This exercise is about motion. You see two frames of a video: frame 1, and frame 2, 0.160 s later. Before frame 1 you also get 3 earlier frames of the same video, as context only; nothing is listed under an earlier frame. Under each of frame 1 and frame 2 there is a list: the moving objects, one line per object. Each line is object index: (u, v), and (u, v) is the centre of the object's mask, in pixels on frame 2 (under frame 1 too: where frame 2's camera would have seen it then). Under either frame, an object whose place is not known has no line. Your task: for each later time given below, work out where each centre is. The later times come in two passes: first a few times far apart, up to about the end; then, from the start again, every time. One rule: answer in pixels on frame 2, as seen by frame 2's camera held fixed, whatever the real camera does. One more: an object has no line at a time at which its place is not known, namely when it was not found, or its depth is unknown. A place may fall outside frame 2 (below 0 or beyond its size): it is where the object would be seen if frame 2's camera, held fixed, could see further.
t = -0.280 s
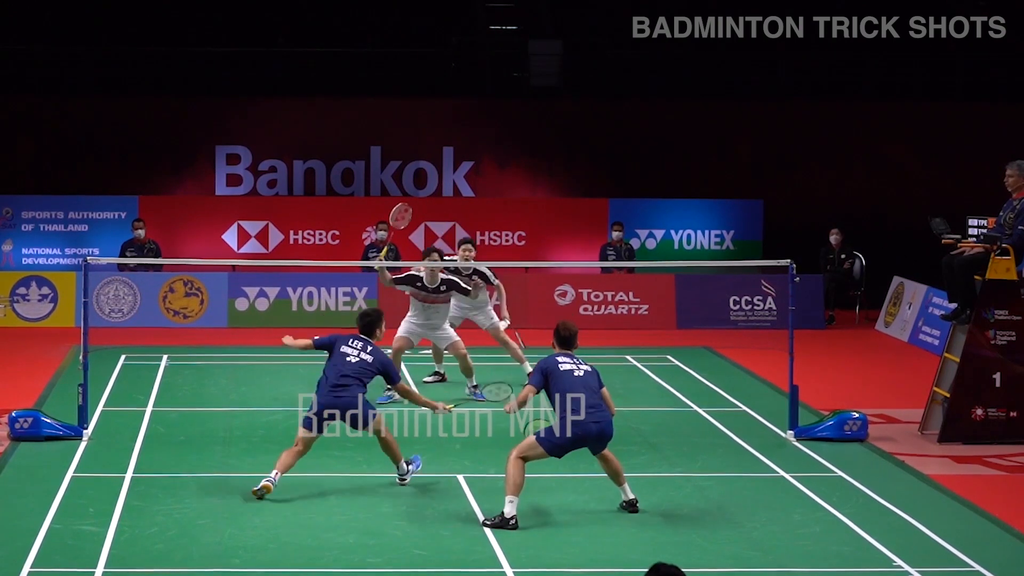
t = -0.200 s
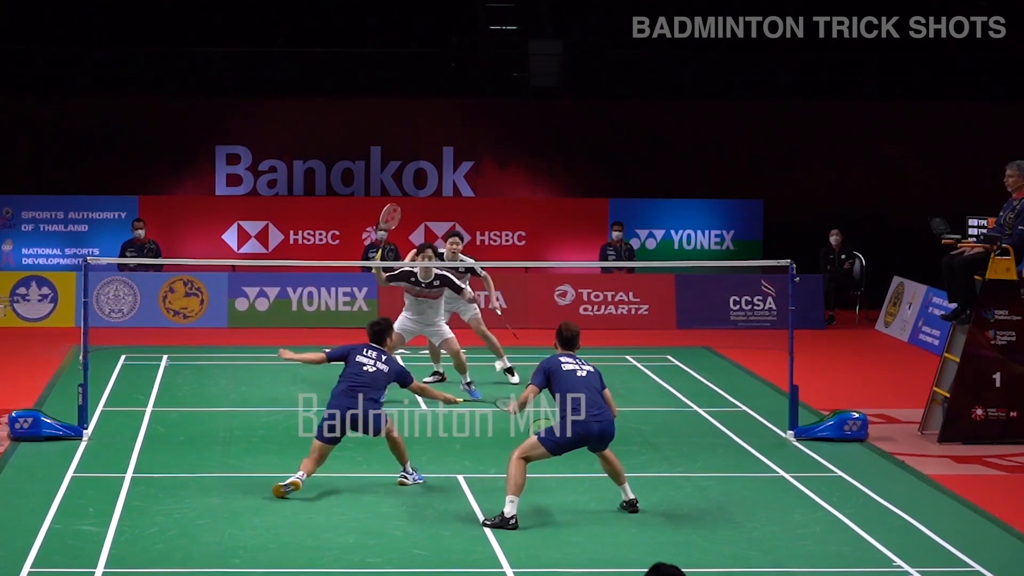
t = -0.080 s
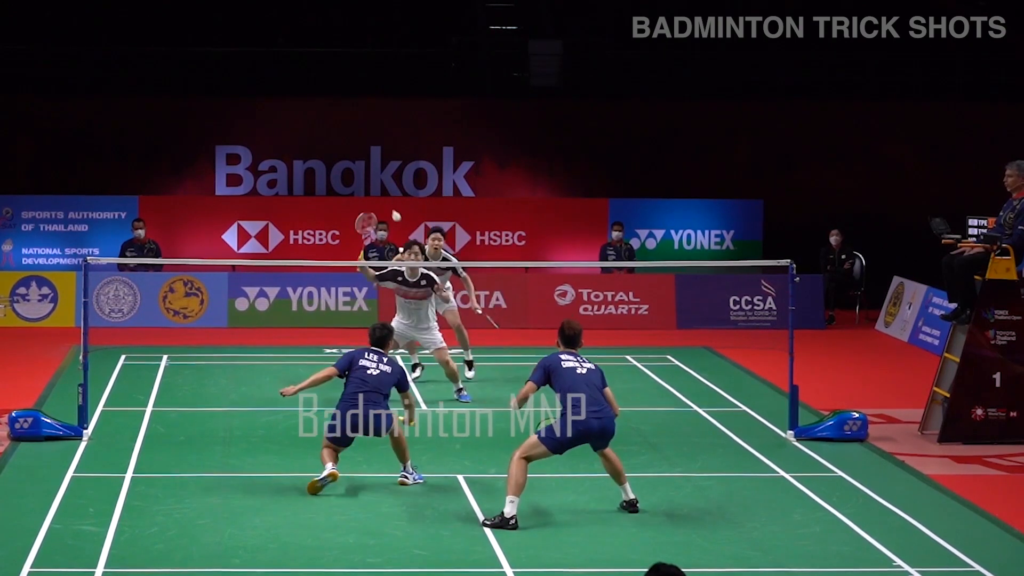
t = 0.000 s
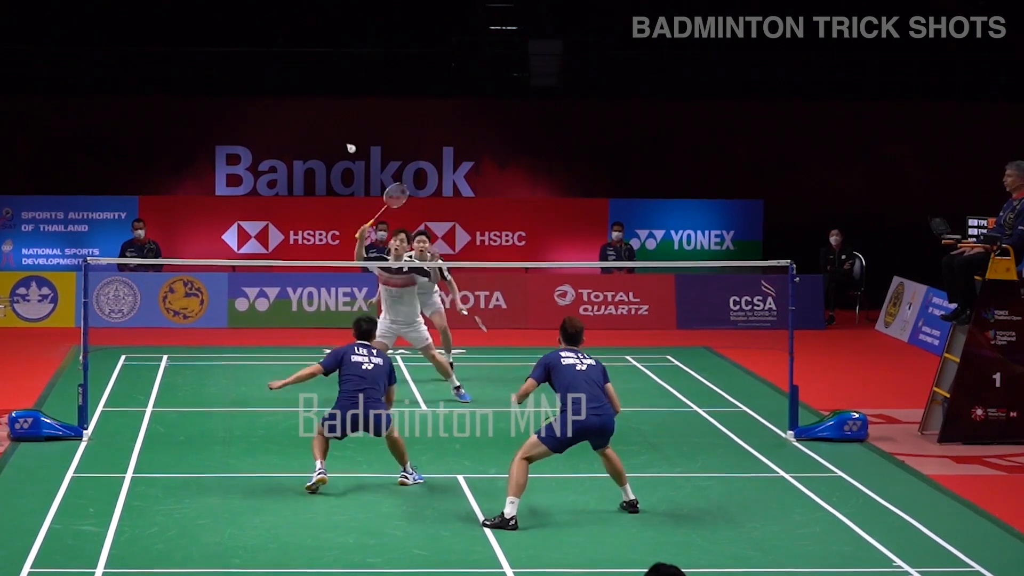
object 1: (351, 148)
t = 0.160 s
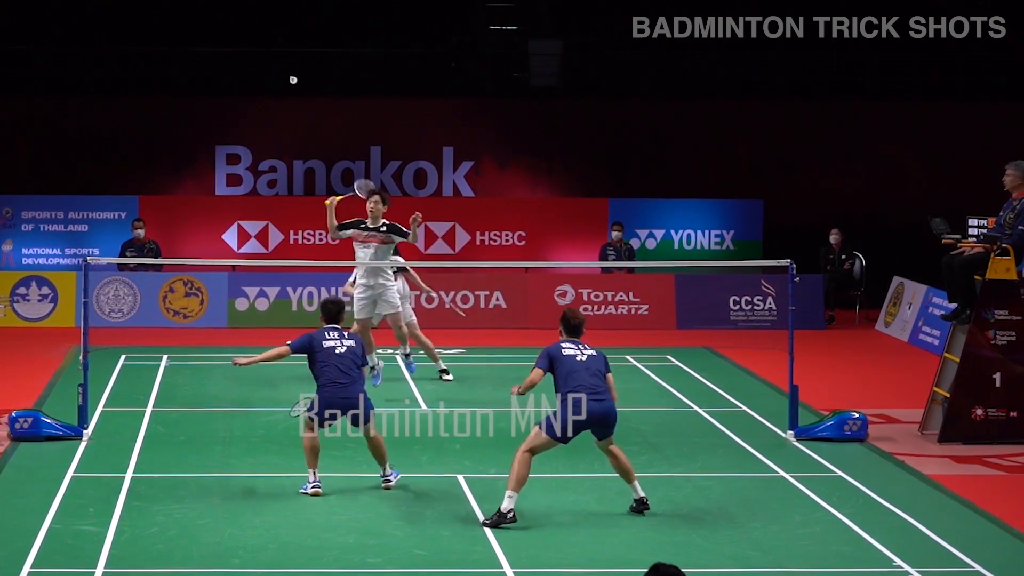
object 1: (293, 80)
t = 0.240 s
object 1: (274, 64)
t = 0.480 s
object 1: (235, 62)
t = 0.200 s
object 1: (283, 71)
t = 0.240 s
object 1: (274, 64)
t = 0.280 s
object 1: (266, 59)
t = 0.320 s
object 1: (259, 57)
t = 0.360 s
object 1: (252, 56)
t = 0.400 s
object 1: (246, 57)
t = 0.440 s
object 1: (240, 59)
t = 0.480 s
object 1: (235, 62)
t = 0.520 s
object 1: (230, 67)
